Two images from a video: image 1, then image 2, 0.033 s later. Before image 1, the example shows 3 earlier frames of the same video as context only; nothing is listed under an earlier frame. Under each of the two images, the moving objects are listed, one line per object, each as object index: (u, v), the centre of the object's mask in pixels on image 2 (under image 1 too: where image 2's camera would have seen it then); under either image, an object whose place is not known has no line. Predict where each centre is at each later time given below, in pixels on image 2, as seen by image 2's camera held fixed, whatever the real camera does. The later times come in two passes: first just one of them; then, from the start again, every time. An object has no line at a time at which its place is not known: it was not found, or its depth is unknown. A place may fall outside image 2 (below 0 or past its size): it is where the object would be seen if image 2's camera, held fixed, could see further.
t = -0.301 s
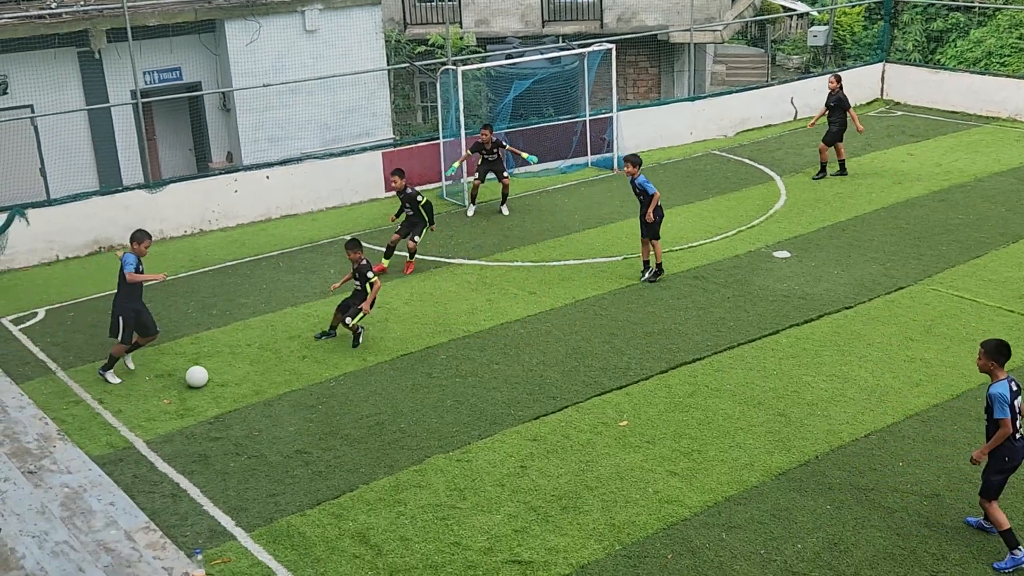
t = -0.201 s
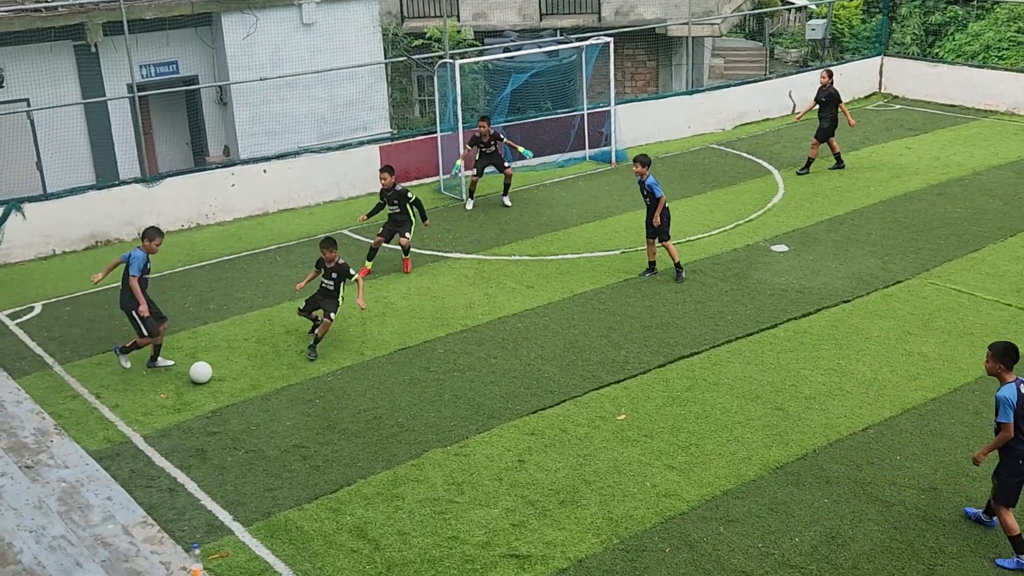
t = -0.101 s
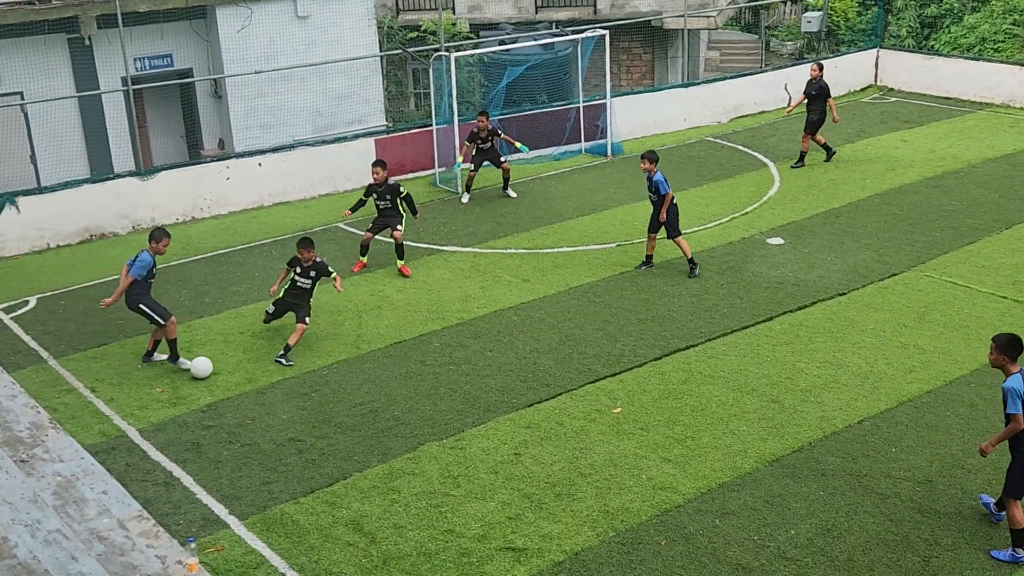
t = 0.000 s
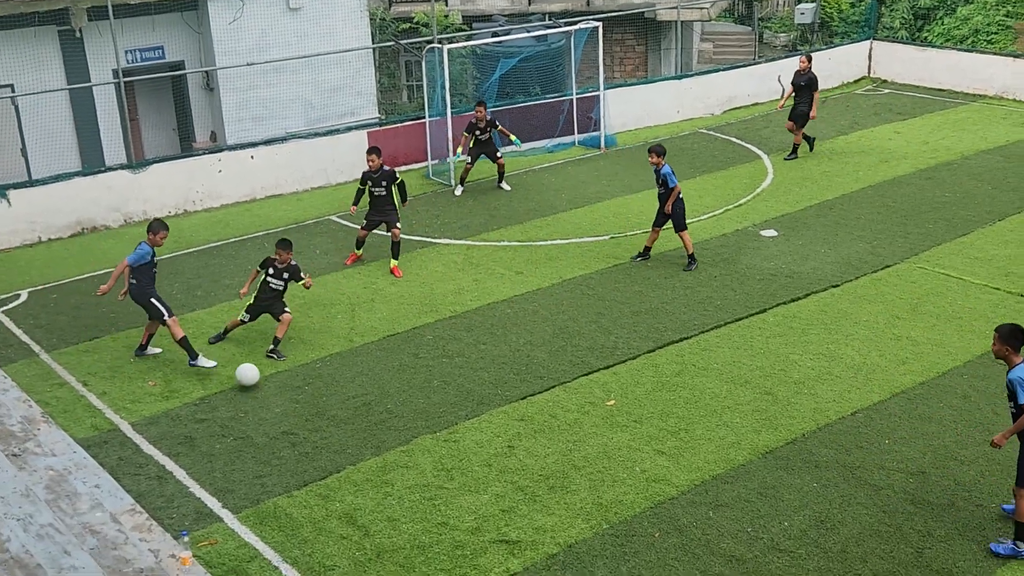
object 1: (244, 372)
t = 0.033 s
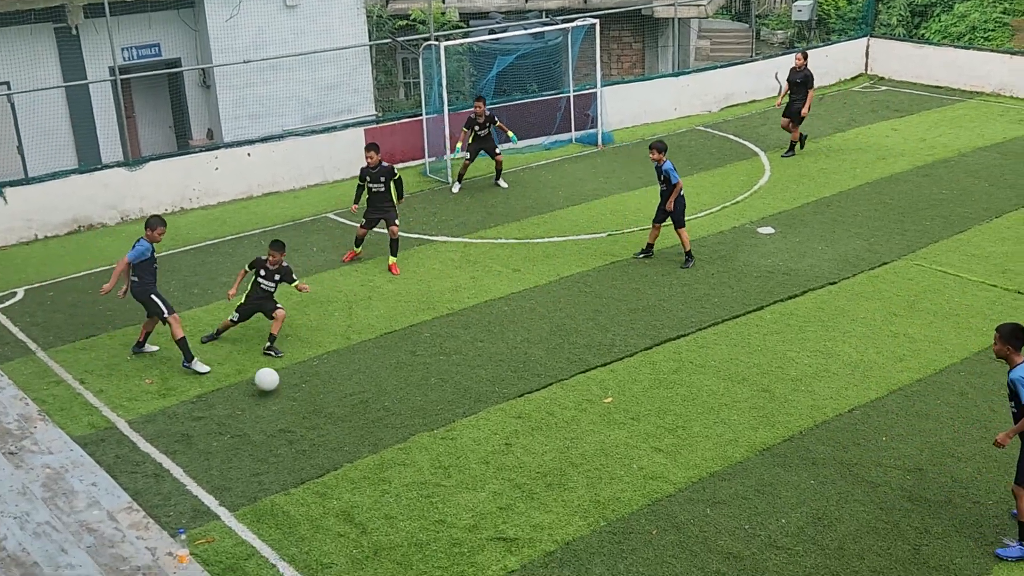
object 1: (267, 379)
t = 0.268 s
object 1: (427, 433)
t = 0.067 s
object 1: (290, 388)
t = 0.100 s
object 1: (314, 397)
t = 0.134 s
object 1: (338, 407)
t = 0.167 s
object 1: (359, 411)
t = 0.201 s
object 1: (381, 417)
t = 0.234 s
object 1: (403, 424)
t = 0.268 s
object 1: (427, 433)
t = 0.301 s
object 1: (450, 443)
